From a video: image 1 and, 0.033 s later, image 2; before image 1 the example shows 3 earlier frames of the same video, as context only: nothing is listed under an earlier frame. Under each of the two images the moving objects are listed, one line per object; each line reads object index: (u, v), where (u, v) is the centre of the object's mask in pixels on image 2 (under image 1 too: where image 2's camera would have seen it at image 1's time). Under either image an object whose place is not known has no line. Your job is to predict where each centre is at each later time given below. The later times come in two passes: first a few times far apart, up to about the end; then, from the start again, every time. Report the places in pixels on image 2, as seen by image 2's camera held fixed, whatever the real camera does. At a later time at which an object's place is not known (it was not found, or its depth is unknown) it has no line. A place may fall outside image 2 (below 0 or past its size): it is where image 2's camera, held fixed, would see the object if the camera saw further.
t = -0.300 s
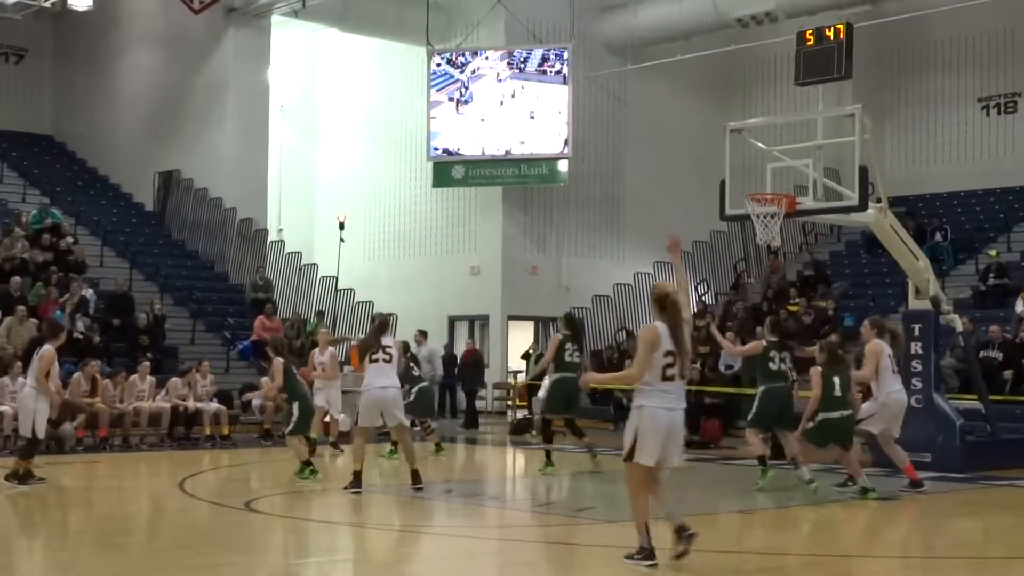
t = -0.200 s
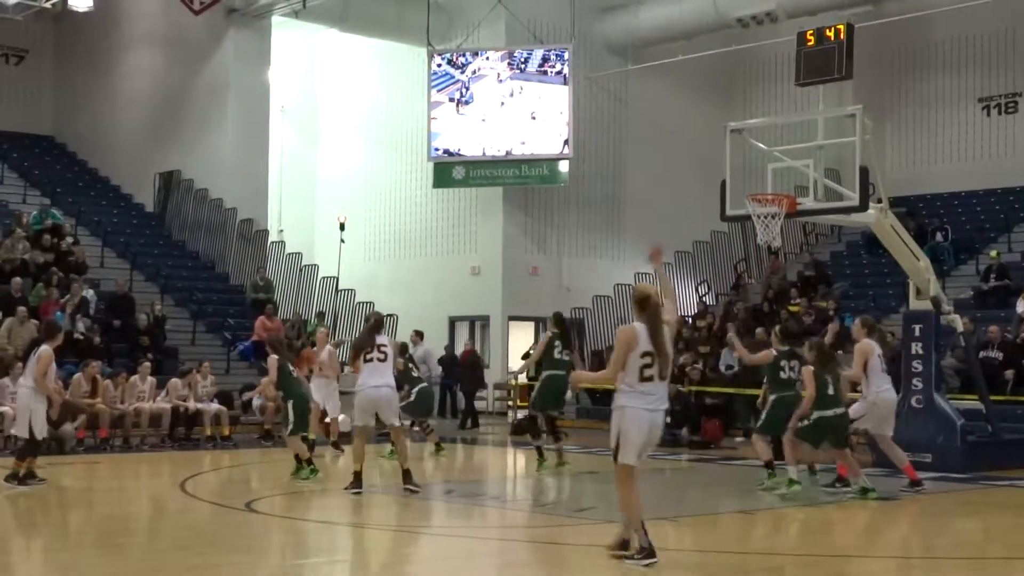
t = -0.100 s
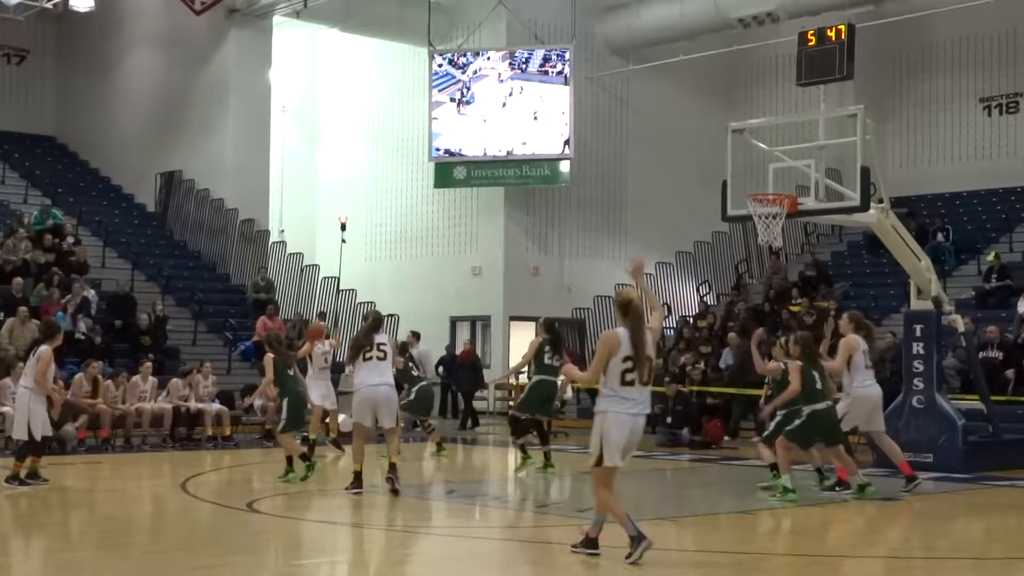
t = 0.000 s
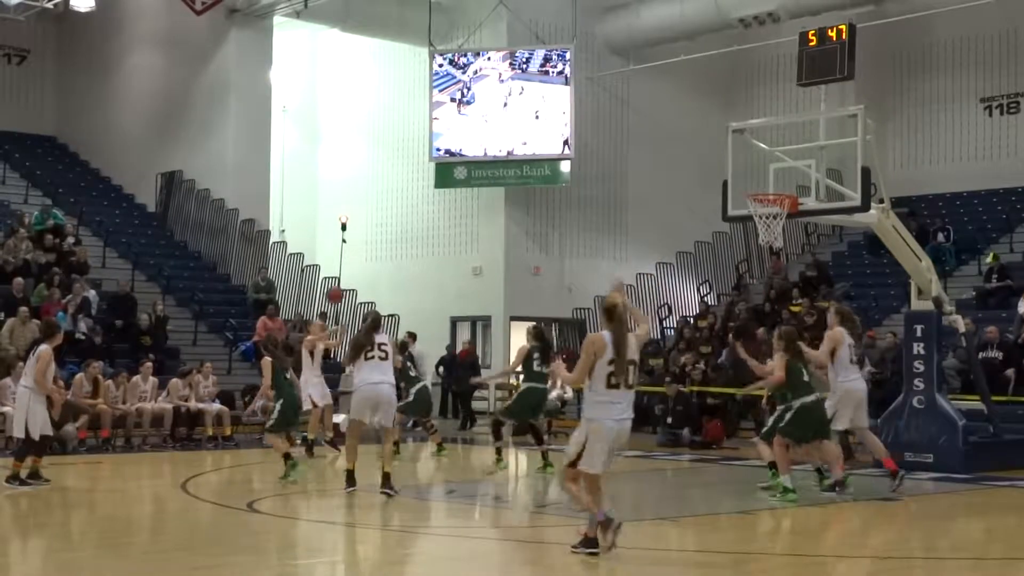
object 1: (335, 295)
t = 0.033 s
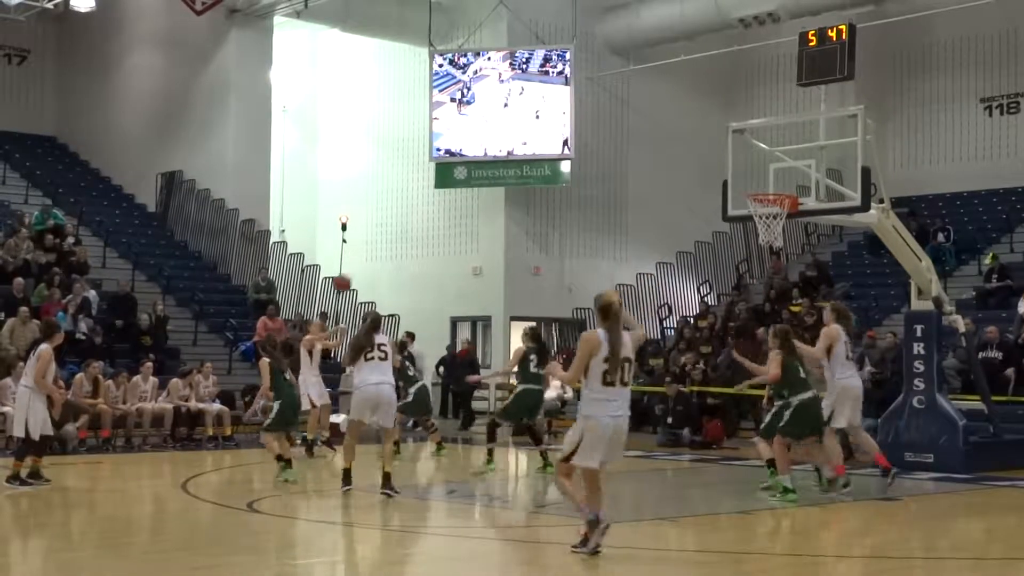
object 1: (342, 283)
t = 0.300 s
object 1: (403, 212)
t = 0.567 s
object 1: (483, 189)
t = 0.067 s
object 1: (349, 273)
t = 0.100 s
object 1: (356, 263)
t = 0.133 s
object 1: (363, 253)
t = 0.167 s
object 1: (370, 243)
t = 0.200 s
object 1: (378, 234)
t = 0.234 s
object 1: (386, 226)
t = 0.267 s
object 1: (395, 219)
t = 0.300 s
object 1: (403, 212)
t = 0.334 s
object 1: (412, 206)
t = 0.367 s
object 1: (421, 200)
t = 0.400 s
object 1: (430, 196)
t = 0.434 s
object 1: (440, 192)
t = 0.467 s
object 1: (450, 190)
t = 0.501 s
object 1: (460, 189)
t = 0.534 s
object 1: (472, 188)
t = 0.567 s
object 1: (483, 189)
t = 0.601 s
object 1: (495, 191)
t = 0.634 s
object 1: (508, 193)
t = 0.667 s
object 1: (520, 198)
